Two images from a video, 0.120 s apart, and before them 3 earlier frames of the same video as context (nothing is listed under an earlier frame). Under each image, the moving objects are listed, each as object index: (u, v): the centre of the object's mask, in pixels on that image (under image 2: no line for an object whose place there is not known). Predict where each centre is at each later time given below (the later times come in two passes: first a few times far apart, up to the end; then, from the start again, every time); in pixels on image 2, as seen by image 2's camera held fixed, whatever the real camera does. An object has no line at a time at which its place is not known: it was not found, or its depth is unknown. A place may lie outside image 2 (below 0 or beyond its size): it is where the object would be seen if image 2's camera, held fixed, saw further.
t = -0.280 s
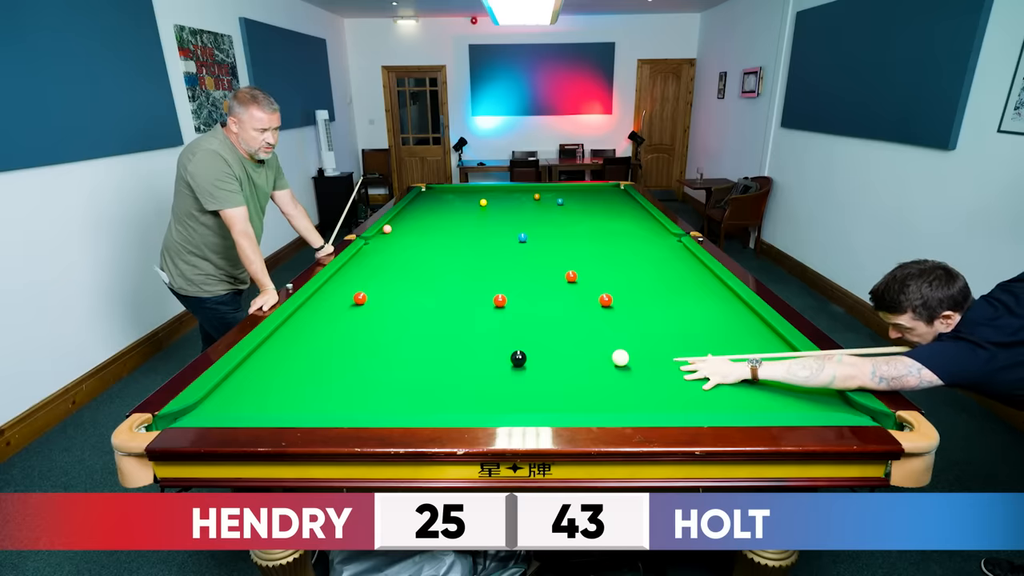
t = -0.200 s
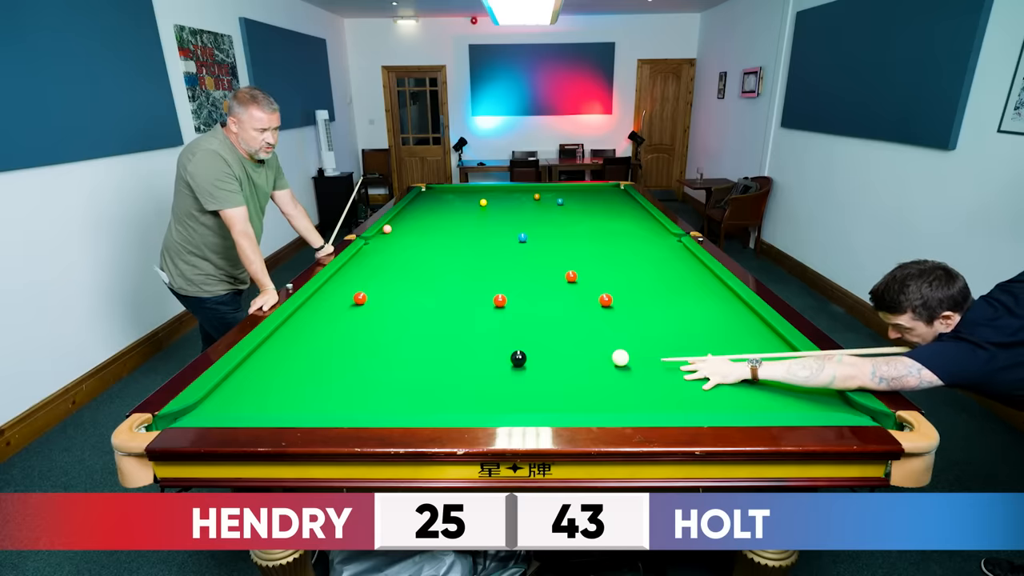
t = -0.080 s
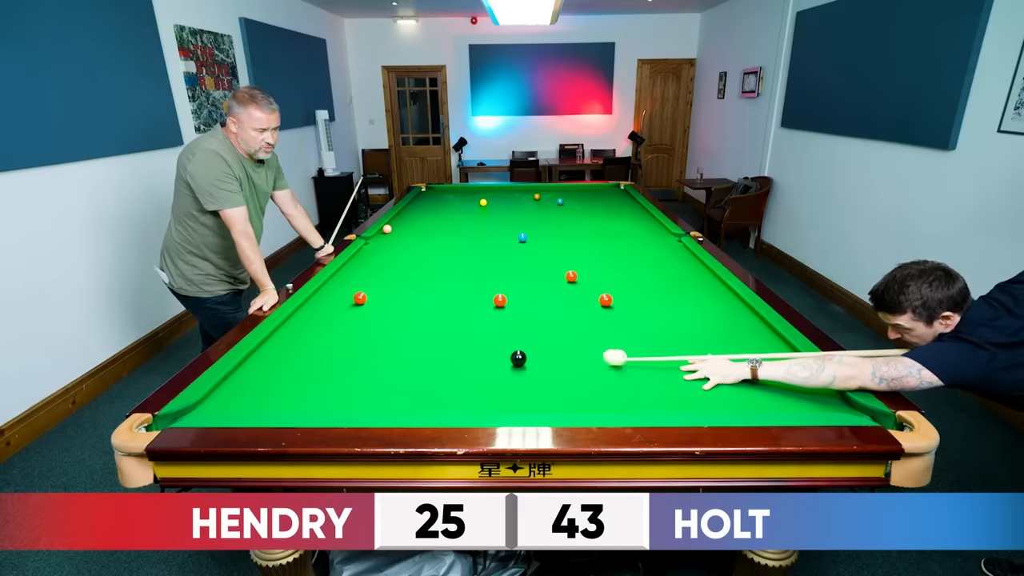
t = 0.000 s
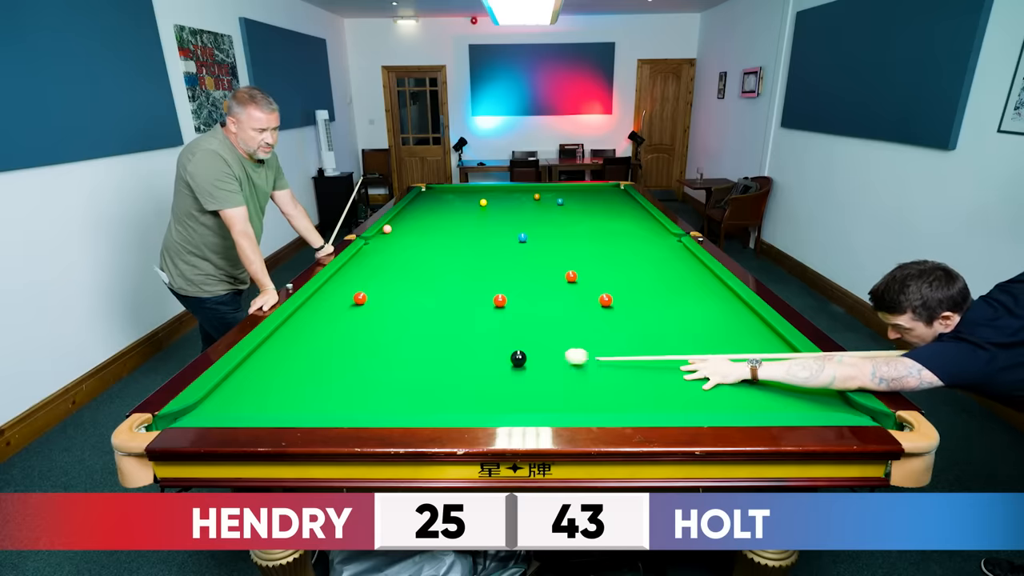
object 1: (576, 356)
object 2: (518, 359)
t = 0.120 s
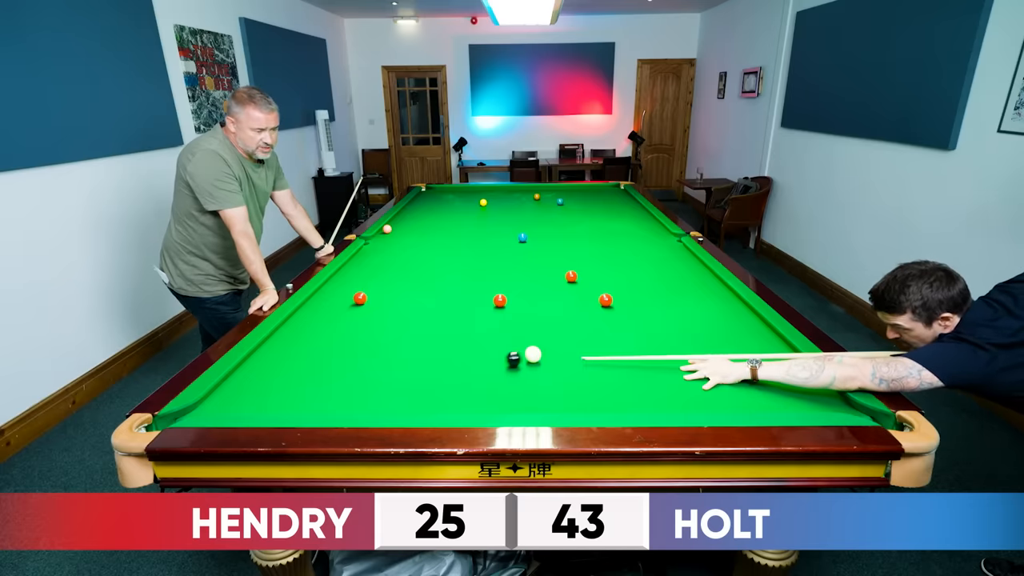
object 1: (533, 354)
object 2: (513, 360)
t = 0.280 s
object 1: (525, 347)
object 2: (472, 367)
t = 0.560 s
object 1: (514, 336)
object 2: (408, 378)
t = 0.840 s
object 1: (504, 327)
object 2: (342, 389)
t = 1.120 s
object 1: (495, 319)
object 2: (273, 401)
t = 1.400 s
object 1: (488, 312)
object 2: (203, 409)
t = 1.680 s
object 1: (481, 307)
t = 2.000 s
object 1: (475, 301)
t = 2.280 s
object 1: (470, 297)
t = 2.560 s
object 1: (466, 293)
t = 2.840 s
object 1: (463, 290)
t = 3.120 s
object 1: (461, 288)
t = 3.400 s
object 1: (459, 286)
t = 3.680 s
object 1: (457, 285)
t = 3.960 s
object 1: (456, 284)
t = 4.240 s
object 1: (457, 283)
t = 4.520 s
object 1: (457, 283)
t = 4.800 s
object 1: (457, 283)
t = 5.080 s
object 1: (457, 283)
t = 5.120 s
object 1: (457, 283)
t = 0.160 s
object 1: (531, 352)
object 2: (502, 362)
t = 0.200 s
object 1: (529, 350)
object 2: (491, 363)
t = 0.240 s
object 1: (527, 348)
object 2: (482, 365)
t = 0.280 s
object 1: (525, 347)
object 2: (472, 367)
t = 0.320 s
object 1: (523, 345)
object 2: (463, 368)
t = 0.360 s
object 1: (522, 344)
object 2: (454, 370)
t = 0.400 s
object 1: (520, 342)
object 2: (445, 372)
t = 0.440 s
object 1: (518, 341)
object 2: (436, 373)
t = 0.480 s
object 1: (517, 339)
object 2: (427, 375)
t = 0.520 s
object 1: (515, 338)
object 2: (417, 376)
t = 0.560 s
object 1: (514, 336)
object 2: (408, 378)
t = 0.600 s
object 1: (512, 335)
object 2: (399, 379)
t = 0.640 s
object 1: (511, 333)
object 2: (389, 381)
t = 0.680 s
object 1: (509, 332)
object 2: (380, 383)
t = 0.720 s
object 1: (508, 331)
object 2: (371, 384)
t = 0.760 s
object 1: (506, 329)
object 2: (361, 386)
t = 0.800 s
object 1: (505, 328)
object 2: (352, 387)
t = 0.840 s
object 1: (504, 327)
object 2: (342, 389)
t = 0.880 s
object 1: (502, 325)
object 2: (332, 391)
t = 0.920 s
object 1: (501, 324)
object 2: (322, 392)
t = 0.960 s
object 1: (500, 323)
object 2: (313, 394)
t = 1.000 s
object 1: (499, 322)
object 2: (303, 396)
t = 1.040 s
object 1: (498, 321)
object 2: (293, 397)
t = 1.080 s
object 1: (496, 320)
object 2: (283, 399)
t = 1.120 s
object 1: (495, 319)
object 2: (273, 401)
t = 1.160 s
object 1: (494, 318)
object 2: (264, 402)
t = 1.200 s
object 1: (493, 317)
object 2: (254, 403)
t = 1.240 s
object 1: (492, 316)
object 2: (244, 404)
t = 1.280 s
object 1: (491, 315)
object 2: (234, 405)
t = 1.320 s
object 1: (490, 314)
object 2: (223, 406)
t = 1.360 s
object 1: (489, 313)
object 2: (214, 407)
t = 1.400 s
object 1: (488, 312)
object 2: (203, 409)
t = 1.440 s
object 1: (487, 311)
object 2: (193, 411)
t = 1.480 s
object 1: (486, 311)
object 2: (182, 414)
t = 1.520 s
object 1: (485, 310)
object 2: (173, 418)
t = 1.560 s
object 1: (484, 309)
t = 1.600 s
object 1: (483, 308)
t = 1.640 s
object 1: (482, 307)
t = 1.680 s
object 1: (481, 307)
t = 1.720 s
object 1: (480, 306)
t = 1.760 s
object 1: (480, 305)
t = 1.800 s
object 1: (479, 304)
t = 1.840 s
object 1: (478, 304)
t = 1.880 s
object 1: (477, 303)
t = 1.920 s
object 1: (476, 302)
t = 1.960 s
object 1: (476, 302)
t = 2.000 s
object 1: (475, 301)
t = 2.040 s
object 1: (474, 300)
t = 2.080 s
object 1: (474, 300)
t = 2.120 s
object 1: (473, 299)
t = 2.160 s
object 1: (472, 299)
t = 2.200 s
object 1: (472, 298)
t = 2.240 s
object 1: (471, 297)
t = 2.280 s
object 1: (470, 297)
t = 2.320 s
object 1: (470, 296)
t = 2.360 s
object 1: (469, 296)
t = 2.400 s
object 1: (469, 295)
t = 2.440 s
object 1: (468, 295)
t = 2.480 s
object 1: (467, 294)
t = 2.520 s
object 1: (467, 294)
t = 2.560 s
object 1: (466, 293)
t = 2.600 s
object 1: (466, 293)
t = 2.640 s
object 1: (465, 292)
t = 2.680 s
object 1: (465, 292)
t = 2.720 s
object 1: (465, 291)
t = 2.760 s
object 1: (464, 291)
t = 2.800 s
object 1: (464, 291)
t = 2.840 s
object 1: (463, 290)
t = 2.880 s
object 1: (463, 290)
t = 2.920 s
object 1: (462, 290)
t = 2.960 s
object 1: (462, 289)
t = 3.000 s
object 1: (462, 289)
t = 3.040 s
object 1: (461, 288)
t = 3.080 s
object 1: (461, 288)
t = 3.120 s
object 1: (461, 288)
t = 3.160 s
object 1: (460, 288)
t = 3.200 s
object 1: (460, 287)
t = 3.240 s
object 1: (459, 287)
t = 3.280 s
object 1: (459, 287)
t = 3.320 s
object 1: (459, 287)
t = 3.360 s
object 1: (459, 286)
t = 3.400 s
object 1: (459, 286)
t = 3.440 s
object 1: (458, 286)
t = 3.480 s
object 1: (458, 286)
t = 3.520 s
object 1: (458, 286)
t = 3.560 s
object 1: (458, 285)
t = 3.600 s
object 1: (457, 285)
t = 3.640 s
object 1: (457, 285)
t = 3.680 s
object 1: (457, 285)
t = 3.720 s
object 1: (457, 285)
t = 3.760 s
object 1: (457, 284)
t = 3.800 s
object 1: (456, 284)
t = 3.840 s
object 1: (456, 284)
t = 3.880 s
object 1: (456, 284)
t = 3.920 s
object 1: (456, 284)
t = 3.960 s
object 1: (456, 284)
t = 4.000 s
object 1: (456, 284)
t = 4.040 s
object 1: (456, 284)
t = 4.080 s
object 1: (456, 284)
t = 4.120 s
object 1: (456, 284)
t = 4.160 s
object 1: (456, 283)
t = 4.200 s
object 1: (456, 284)
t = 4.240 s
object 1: (457, 283)
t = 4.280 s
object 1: (457, 283)
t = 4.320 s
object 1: (457, 283)
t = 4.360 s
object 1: (457, 283)
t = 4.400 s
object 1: (457, 283)
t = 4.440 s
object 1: (457, 283)
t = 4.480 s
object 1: (457, 283)
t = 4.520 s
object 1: (457, 283)
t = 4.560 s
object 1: (457, 283)
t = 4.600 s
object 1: (457, 283)
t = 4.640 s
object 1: (457, 283)
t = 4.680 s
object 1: (457, 283)
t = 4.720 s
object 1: (457, 283)
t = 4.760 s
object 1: (457, 283)
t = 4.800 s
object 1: (457, 283)
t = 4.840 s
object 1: (457, 283)
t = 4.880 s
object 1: (457, 283)
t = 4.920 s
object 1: (457, 283)
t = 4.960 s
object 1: (457, 283)
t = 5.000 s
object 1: (457, 283)
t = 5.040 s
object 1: (457, 283)
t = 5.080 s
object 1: (457, 283)
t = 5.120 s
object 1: (457, 283)
